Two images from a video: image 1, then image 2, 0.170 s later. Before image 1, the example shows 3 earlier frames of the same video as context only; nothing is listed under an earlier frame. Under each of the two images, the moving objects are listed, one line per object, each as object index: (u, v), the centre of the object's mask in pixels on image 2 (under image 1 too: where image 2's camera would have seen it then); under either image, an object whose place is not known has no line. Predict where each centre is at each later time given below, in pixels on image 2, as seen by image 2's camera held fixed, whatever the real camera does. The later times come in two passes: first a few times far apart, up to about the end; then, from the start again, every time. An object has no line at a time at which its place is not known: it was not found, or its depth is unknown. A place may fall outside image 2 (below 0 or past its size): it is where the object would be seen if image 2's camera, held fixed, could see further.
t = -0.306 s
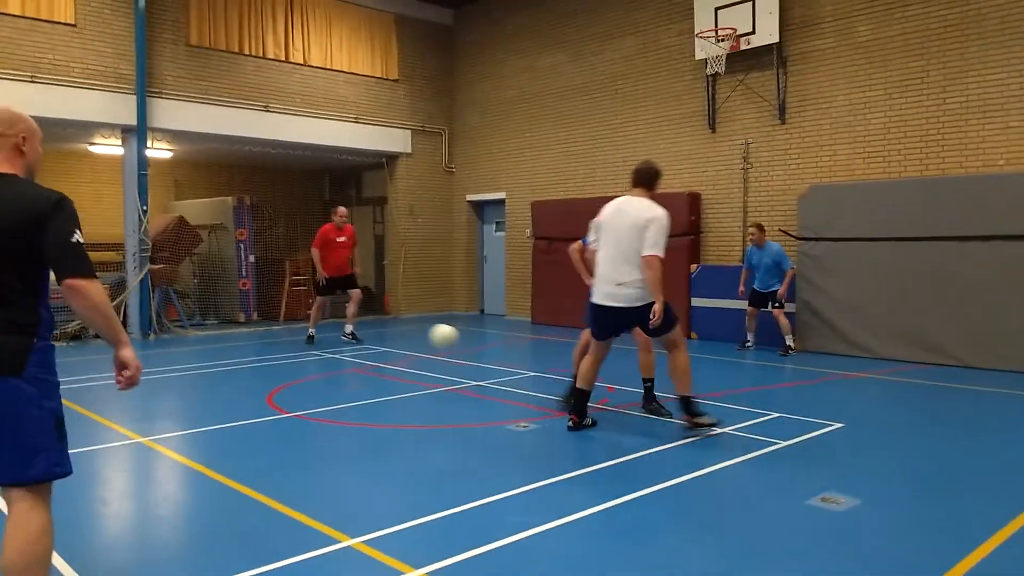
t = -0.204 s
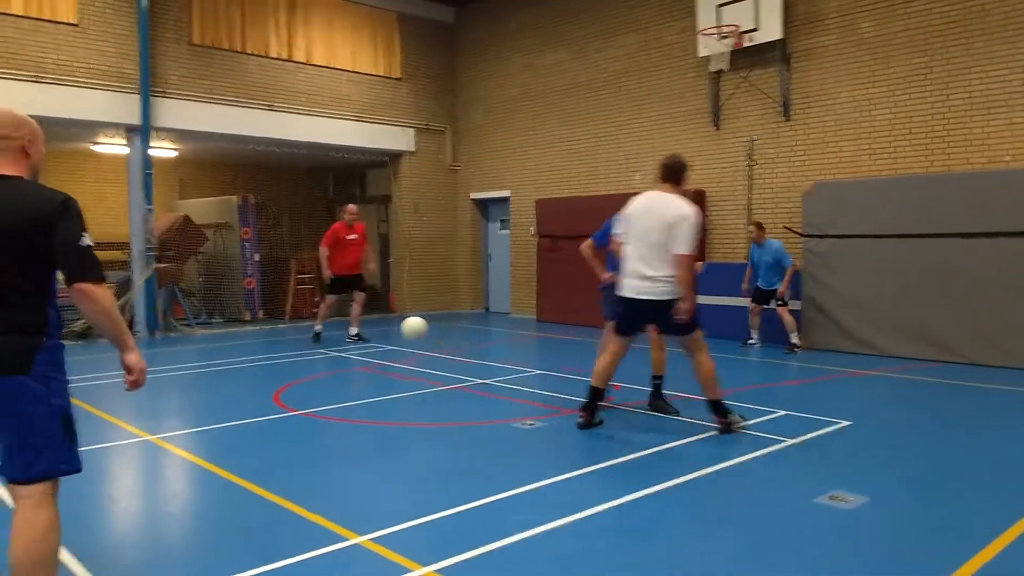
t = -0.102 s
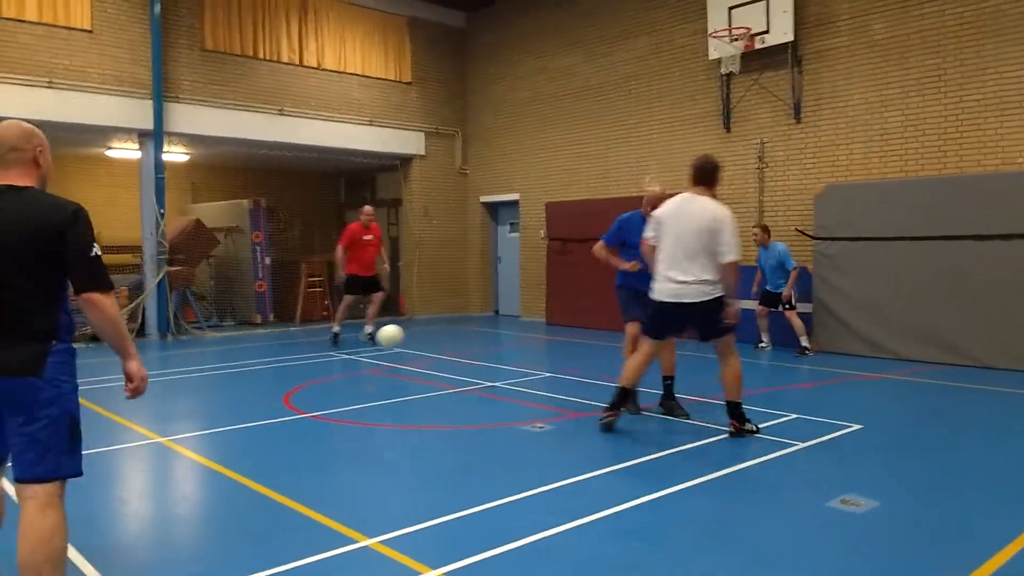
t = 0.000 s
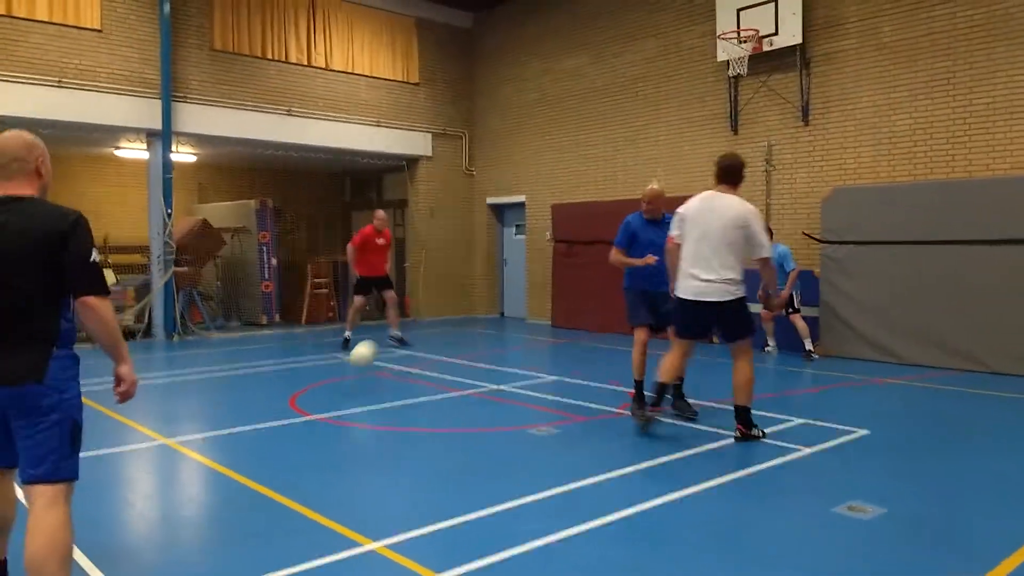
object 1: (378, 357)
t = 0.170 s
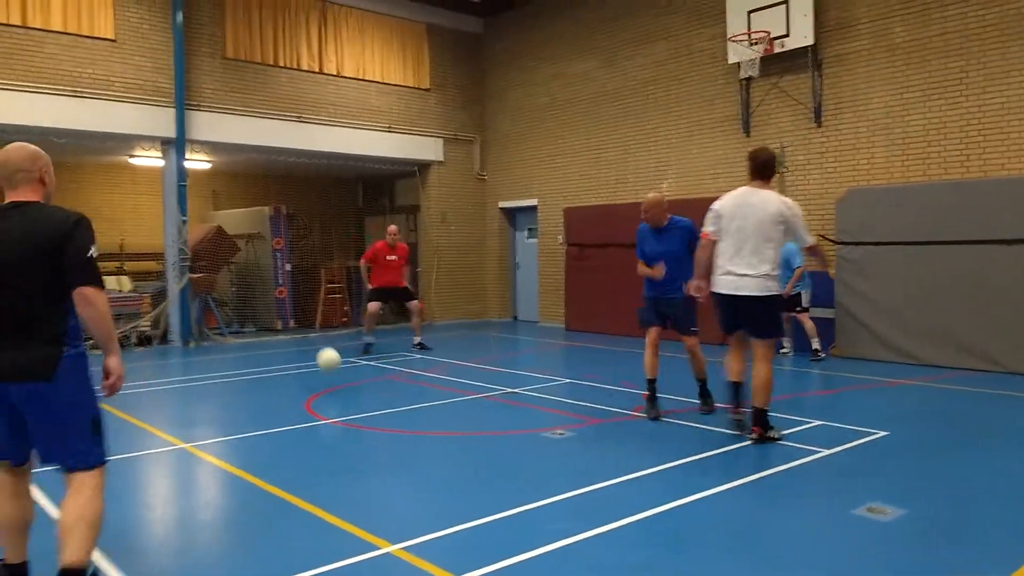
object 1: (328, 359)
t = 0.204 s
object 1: (320, 352)
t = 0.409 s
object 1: (270, 340)
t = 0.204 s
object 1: (320, 352)
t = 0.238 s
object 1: (311, 348)
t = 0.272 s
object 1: (302, 343)
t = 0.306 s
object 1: (293, 341)
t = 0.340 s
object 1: (286, 339)
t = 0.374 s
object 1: (278, 339)
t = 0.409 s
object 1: (270, 340)
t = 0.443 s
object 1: (263, 341)
